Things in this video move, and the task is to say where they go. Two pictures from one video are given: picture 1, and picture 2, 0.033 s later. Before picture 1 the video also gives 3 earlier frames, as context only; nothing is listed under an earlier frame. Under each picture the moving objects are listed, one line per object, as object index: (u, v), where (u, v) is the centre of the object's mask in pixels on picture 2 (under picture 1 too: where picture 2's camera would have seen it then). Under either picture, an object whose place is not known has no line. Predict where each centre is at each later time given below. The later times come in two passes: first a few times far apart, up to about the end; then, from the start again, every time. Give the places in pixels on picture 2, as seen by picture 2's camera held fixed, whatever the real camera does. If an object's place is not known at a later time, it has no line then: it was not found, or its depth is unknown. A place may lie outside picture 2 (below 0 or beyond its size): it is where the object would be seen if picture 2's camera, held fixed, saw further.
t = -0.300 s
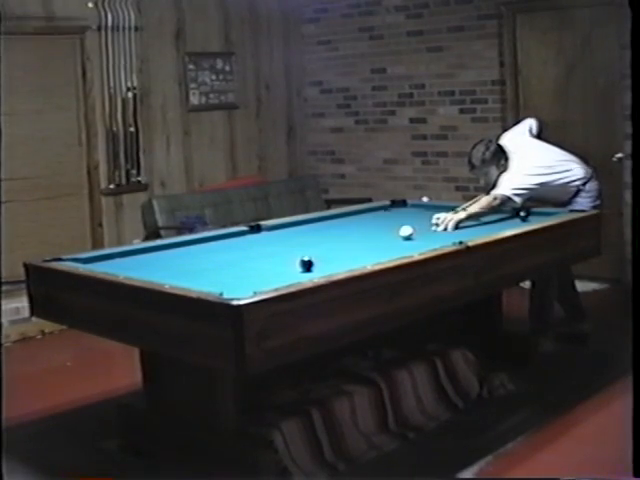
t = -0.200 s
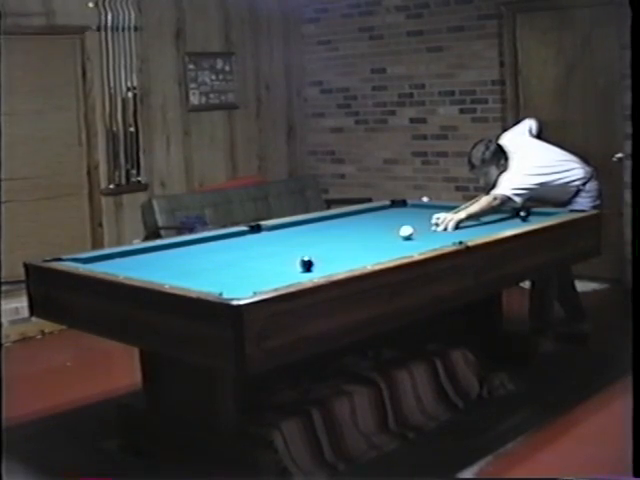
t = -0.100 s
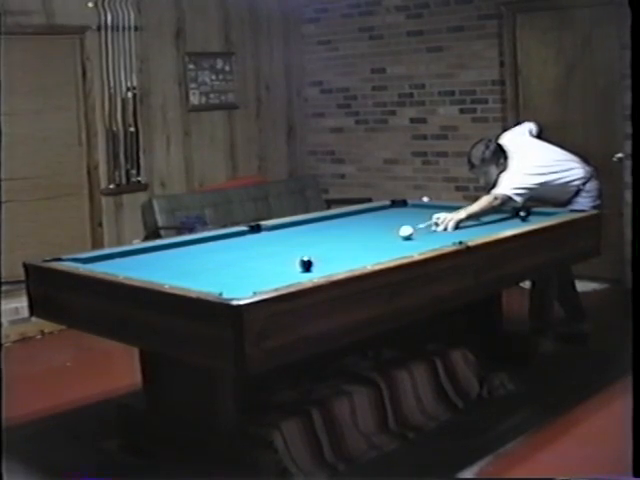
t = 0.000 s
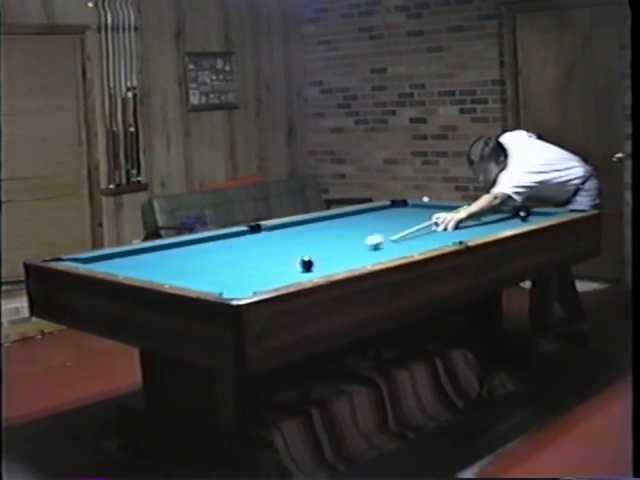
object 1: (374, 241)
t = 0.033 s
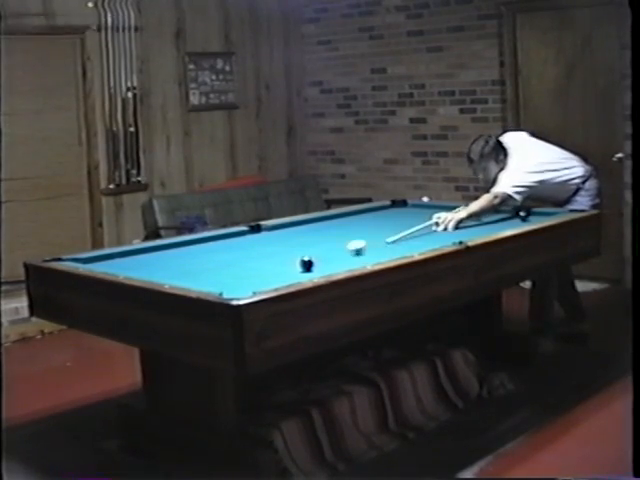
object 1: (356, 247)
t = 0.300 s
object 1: (288, 261)
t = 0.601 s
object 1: (247, 264)
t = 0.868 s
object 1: (213, 266)
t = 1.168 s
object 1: (177, 268)
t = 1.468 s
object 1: (145, 268)
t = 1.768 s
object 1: (129, 266)
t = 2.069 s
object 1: (126, 264)
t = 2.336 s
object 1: (123, 262)
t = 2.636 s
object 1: (121, 259)
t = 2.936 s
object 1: (120, 256)
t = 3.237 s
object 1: (120, 254)
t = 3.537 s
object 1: (121, 252)
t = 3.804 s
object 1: (126, 251)
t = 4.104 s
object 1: (132, 250)
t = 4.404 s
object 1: (136, 250)
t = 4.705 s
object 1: (139, 250)
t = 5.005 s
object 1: (140, 249)
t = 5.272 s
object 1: (139, 249)
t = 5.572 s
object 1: (139, 249)
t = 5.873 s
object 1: (139, 249)
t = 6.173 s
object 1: (139, 249)
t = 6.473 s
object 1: (139, 249)
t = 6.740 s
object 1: (139, 249)
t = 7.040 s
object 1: (139, 249)
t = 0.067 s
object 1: (338, 252)
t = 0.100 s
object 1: (320, 257)
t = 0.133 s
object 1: (310, 260)
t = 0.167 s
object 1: (306, 260)
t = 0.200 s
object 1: (302, 260)
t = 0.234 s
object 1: (297, 260)
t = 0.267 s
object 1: (293, 260)
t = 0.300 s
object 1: (288, 261)
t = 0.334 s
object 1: (284, 261)
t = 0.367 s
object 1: (278, 261)
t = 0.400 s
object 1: (274, 262)
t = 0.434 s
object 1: (270, 262)
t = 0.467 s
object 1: (265, 262)
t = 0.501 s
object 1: (261, 263)
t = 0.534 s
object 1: (256, 263)
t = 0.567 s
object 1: (252, 264)
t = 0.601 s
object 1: (247, 264)
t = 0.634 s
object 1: (244, 264)
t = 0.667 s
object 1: (239, 264)
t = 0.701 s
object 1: (235, 264)
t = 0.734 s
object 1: (231, 265)
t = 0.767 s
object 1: (226, 265)
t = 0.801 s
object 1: (222, 265)
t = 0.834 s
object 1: (218, 266)
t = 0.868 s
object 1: (213, 266)
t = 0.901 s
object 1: (210, 266)
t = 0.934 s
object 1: (205, 266)
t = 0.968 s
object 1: (201, 266)
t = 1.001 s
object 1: (197, 267)
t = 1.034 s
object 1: (193, 267)
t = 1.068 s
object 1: (189, 267)
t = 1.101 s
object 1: (185, 267)
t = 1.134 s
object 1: (181, 268)
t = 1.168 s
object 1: (177, 268)
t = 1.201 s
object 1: (173, 268)
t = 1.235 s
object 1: (170, 269)
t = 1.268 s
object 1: (166, 269)
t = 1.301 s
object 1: (163, 269)
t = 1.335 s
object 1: (159, 269)
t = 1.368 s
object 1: (155, 269)
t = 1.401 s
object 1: (152, 268)
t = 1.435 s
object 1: (148, 268)
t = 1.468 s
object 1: (145, 268)
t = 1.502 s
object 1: (141, 268)
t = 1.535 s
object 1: (138, 268)
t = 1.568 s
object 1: (134, 268)
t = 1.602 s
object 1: (131, 268)
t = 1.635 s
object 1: (131, 268)
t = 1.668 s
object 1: (130, 267)
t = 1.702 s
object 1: (130, 267)
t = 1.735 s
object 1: (130, 267)
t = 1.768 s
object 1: (129, 266)
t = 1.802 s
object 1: (128, 266)
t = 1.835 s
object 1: (128, 265)
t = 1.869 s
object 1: (128, 265)
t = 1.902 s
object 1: (127, 265)
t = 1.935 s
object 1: (127, 265)
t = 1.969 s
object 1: (127, 264)
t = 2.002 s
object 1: (126, 264)
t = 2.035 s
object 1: (126, 264)
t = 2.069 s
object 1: (126, 264)
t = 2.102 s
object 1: (125, 263)
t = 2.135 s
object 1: (125, 263)
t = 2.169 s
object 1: (125, 263)
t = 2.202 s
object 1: (124, 263)
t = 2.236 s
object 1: (124, 262)
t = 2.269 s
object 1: (124, 262)
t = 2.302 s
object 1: (123, 262)
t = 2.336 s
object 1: (123, 262)
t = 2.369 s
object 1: (123, 261)
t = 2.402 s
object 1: (122, 261)
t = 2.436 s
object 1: (122, 261)
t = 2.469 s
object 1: (122, 261)
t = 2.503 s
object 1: (122, 260)
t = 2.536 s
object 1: (121, 260)
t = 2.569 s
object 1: (121, 260)
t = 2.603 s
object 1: (121, 259)
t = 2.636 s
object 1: (121, 259)
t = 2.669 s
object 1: (121, 259)
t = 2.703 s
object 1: (121, 258)
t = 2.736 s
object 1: (120, 258)
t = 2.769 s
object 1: (120, 258)
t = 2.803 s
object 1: (121, 257)
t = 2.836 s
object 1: (121, 257)
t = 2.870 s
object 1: (120, 256)
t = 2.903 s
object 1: (120, 256)
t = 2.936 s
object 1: (120, 256)
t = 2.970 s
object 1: (120, 256)
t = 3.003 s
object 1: (120, 255)
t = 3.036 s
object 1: (120, 255)
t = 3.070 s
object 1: (120, 255)
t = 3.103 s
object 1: (120, 255)
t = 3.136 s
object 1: (120, 254)
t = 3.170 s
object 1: (120, 254)
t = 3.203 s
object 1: (120, 254)
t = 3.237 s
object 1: (120, 254)
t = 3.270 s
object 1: (120, 254)
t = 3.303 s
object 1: (120, 253)
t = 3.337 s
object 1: (121, 253)
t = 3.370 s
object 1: (120, 253)
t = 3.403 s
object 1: (120, 253)
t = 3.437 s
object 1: (120, 253)
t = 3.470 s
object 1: (120, 253)
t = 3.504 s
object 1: (121, 252)
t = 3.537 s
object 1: (121, 252)
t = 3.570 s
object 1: (121, 252)
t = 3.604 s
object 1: (122, 251)
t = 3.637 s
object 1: (123, 251)
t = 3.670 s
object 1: (124, 252)
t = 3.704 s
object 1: (124, 251)
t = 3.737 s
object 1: (125, 251)
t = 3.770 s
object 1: (126, 252)
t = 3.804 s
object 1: (126, 251)
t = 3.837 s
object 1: (127, 251)
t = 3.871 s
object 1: (128, 251)
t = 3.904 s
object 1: (129, 251)
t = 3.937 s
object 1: (130, 251)
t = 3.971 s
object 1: (130, 251)
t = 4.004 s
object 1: (131, 251)
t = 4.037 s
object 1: (132, 251)
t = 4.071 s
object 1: (132, 251)
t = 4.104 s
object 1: (132, 250)
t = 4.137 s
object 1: (133, 250)
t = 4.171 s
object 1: (134, 250)
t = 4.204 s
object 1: (134, 250)
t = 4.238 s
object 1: (134, 250)
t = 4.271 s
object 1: (134, 250)
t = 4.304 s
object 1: (135, 250)
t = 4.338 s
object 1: (136, 250)
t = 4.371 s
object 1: (136, 250)
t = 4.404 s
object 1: (136, 250)
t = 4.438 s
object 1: (136, 250)
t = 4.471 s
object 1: (136, 250)
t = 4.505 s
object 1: (137, 250)
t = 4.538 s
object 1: (137, 250)
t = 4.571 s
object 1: (138, 250)
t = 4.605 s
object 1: (138, 249)
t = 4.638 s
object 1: (139, 250)
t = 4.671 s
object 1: (139, 250)
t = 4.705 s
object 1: (139, 250)
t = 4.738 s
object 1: (139, 250)
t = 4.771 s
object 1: (139, 250)
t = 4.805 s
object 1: (139, 249)
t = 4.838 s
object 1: (139, 249)
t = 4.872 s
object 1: (139, 249)
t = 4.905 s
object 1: (140, 249)
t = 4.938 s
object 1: (140, 249)
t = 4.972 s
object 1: (140, 249)
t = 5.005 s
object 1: (140, 249)
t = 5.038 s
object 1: (140, 249)
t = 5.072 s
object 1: (140, 249)
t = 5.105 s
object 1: (140, 249)
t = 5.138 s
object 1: (140, 249)
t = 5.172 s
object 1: (140, 249)
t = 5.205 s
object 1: (139, 249)
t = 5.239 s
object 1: (139, 249)
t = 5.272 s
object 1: (139, 249)
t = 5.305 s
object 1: (139, 249)
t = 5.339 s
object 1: (139, 249)
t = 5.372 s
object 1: (139, 249)
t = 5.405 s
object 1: (139, 249)
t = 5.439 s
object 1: (139, 249)
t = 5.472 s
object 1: (140, 249)
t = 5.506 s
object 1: (139, 249)
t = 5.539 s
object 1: (140, 249)
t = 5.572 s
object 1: (139, 249)
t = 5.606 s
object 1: (139, 249)
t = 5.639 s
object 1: (140, 249)
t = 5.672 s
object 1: (139, 249)
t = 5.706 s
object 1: (139, 249)
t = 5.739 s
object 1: (139, 249)
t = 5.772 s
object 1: (139, 249)
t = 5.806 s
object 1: (139, 249)
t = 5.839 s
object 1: (139, 249)
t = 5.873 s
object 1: (139, 249)
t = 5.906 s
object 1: (139, 249)
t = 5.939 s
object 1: (139, 249)
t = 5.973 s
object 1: (140, 249)
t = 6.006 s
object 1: (139, 249)
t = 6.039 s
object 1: (139, 249)
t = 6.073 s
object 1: (139, 249)
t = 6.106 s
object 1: (139, 249)
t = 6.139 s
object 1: (139, 249)
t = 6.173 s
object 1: (139, 249)
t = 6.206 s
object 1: (139, 249)
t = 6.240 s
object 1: (139, 249)
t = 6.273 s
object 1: (139, 249)
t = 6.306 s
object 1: (140, 249)
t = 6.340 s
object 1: (140, 249)
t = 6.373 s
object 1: (140, 249)
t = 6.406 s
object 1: (140, 249)
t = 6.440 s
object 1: (140, 249)
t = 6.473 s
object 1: (139, 249)
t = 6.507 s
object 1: (139, 249)
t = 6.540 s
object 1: (139, 249)
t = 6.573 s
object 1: (139, 249)
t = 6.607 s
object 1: (139, 249)
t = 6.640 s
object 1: (139, 249)
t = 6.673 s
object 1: (139, 249)
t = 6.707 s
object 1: (139, 249)
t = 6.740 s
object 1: (139, 249)
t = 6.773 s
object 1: (139, 249)
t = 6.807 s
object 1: (139, 249)
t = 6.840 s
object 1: (139, 249)
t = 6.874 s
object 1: (139, 249)
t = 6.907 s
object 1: (139, 249)
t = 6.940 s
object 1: (139, 249)
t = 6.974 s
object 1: (139, 249)
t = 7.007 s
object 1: (139, 249)
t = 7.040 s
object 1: (139, 249)
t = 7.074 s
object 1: (139, 249)
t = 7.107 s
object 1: (139, 249)
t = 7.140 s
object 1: (139, 249)
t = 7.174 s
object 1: (139, 249)
